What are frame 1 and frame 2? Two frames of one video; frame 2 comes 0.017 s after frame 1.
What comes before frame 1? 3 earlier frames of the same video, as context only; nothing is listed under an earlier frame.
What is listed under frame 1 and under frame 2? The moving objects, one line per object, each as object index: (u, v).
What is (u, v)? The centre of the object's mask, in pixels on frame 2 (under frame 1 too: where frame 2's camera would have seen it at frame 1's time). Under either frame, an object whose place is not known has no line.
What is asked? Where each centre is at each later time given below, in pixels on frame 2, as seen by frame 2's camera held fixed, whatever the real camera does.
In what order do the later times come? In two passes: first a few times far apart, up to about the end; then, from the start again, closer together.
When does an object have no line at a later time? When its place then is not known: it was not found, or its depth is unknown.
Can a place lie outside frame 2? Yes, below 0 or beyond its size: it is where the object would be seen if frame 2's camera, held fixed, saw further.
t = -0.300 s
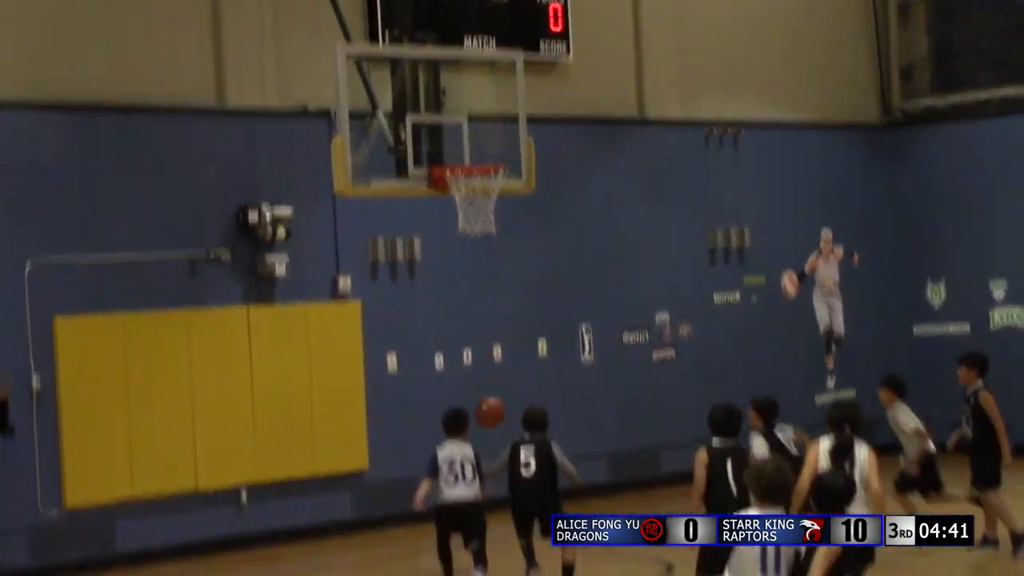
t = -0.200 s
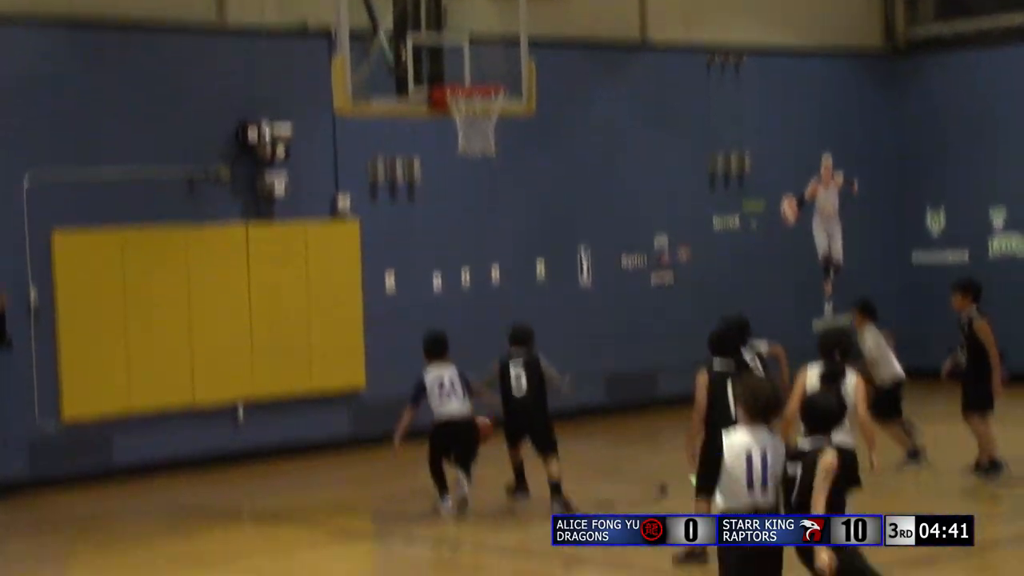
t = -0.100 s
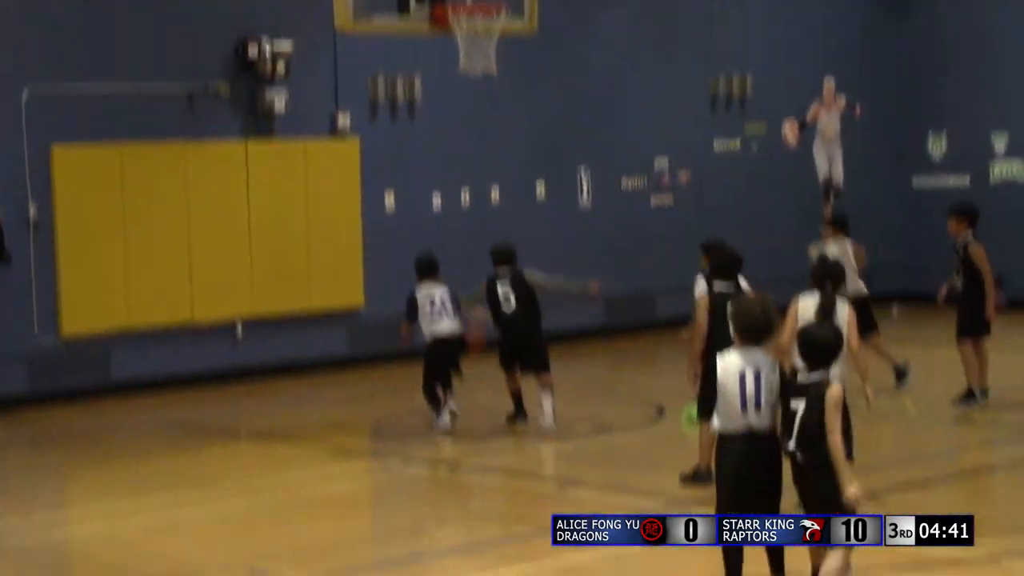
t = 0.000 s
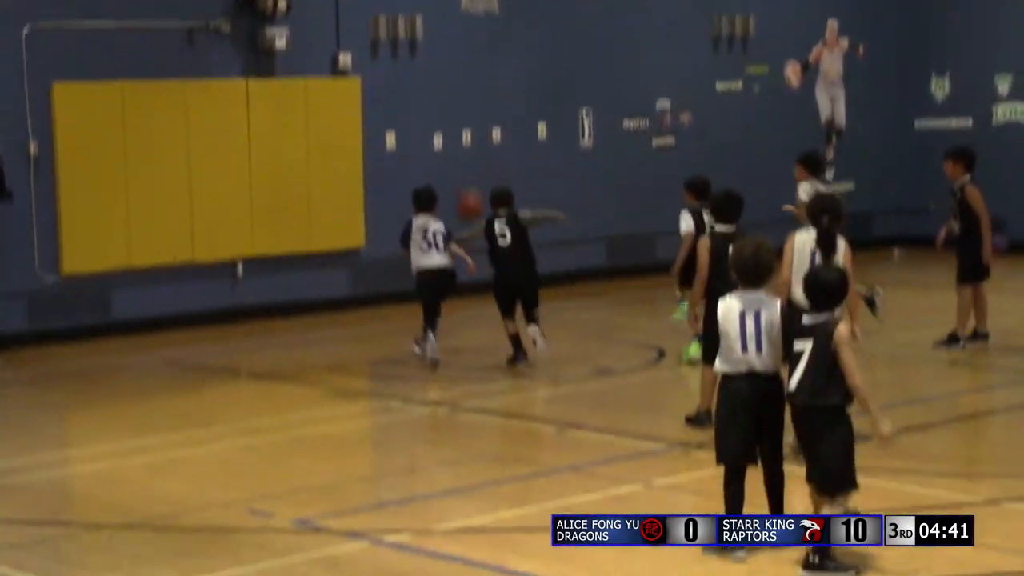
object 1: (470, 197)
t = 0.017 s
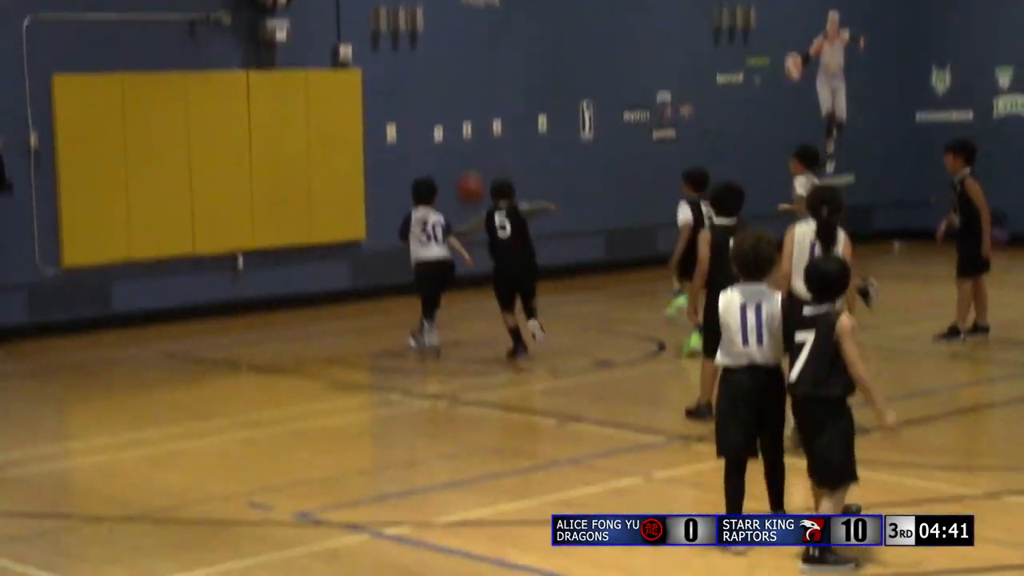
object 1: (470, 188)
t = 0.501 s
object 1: (468, 37)
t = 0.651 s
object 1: (467, 45)
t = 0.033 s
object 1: (470, 179)
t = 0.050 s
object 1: (470, 169)
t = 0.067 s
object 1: (470, 160)
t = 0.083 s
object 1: (470, 151)
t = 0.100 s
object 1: (470, 144)
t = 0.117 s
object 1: (470, 135)
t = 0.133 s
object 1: (470, 127)
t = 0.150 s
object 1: (470, 119)
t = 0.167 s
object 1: (470, 112)
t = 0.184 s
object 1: (470, 106)
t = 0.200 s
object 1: (470, 99)
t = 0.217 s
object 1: (470, 94)
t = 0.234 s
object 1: (469, 87)
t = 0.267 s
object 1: (469, 76)
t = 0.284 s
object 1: (469, 71)
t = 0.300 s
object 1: (469, 67)
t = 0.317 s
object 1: (469, 62)
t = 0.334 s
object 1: (468, 58)
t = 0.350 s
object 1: (468, 55)
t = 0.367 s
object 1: (468, 52)
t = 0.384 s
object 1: (468, 49)
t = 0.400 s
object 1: (468, 46)
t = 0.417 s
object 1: (468, 44)
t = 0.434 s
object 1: (468, 42)
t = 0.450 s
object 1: (468, 40)
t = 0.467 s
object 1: (468, 39)
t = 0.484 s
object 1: (468, 38)
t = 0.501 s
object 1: (468, 37)
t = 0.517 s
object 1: (468, 37)
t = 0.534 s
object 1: (468, 37)
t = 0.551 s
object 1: (468, 37)
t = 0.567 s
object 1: (468, 37)
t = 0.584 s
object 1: (467, 39)
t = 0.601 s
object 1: (468, 39)
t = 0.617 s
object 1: (467, 41)
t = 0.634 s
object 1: (467, 43)
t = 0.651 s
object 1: (467, 45)
